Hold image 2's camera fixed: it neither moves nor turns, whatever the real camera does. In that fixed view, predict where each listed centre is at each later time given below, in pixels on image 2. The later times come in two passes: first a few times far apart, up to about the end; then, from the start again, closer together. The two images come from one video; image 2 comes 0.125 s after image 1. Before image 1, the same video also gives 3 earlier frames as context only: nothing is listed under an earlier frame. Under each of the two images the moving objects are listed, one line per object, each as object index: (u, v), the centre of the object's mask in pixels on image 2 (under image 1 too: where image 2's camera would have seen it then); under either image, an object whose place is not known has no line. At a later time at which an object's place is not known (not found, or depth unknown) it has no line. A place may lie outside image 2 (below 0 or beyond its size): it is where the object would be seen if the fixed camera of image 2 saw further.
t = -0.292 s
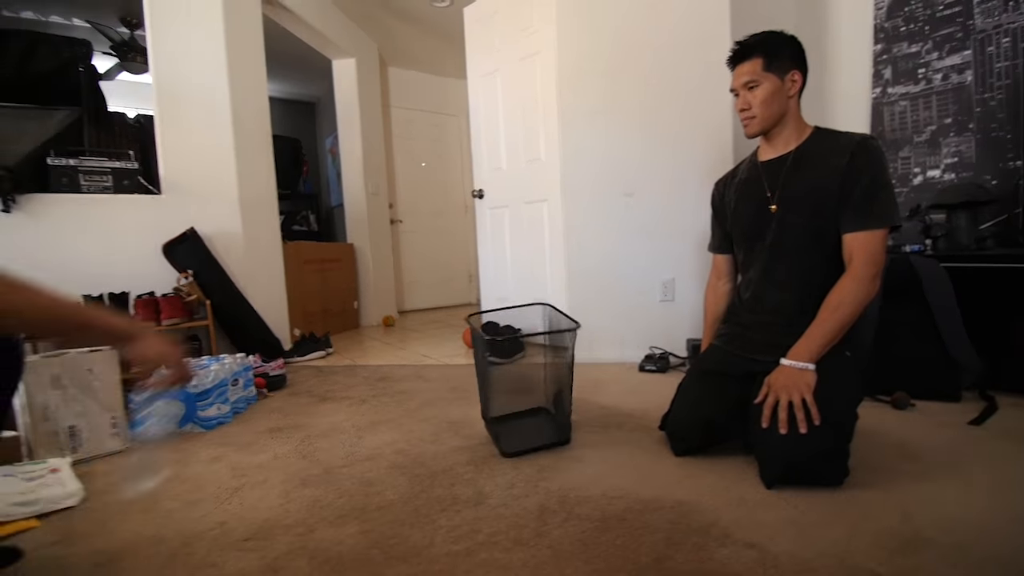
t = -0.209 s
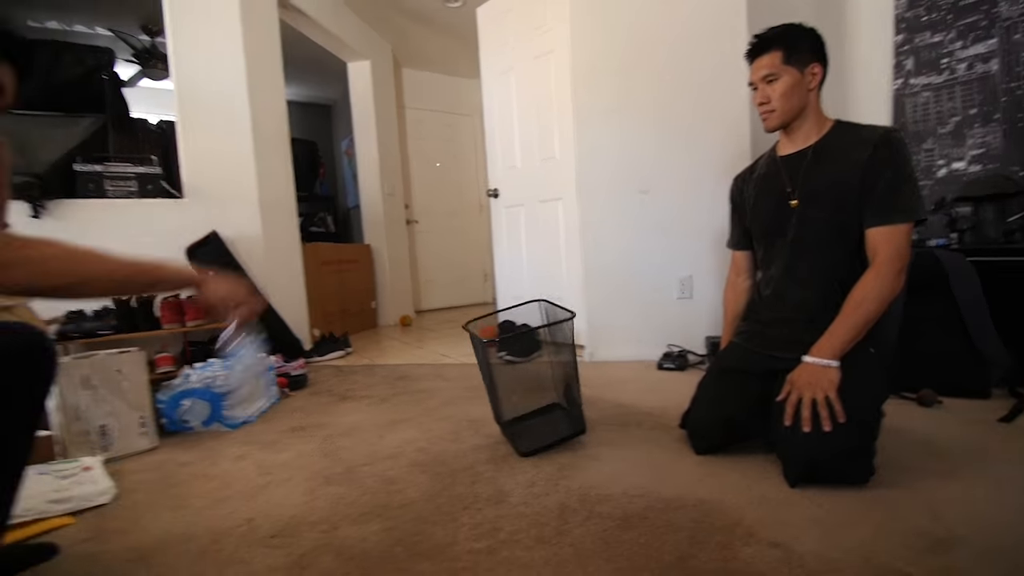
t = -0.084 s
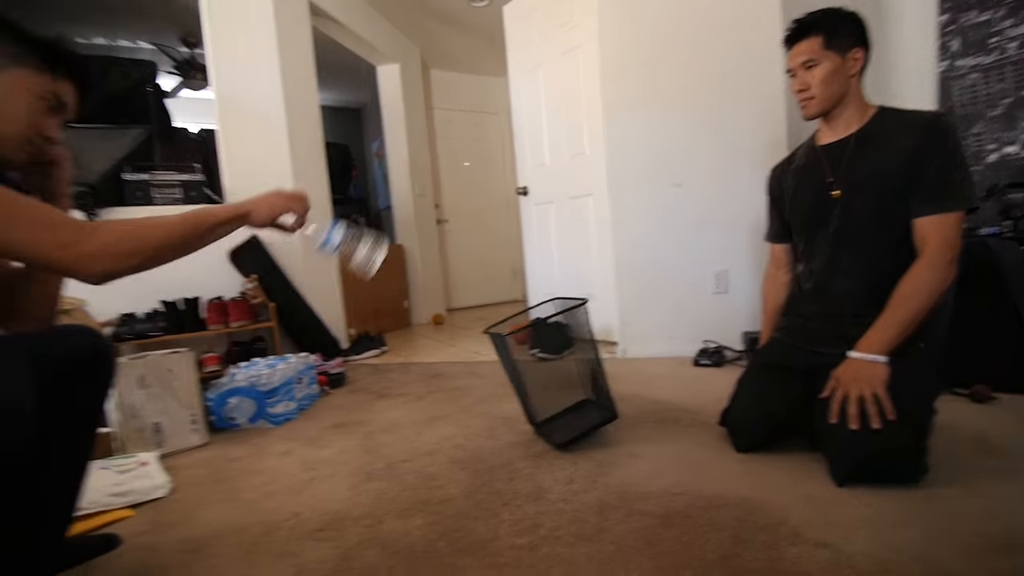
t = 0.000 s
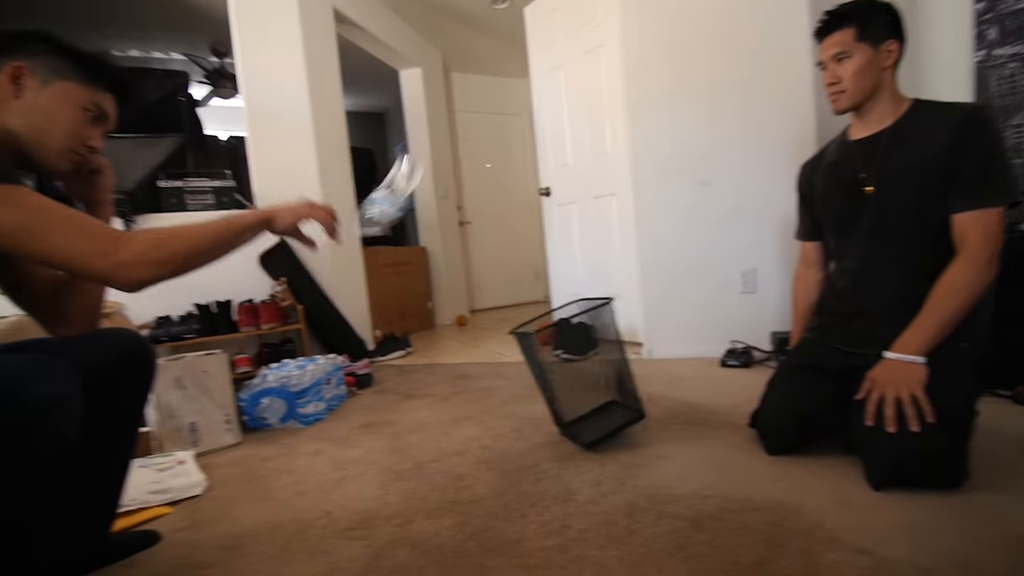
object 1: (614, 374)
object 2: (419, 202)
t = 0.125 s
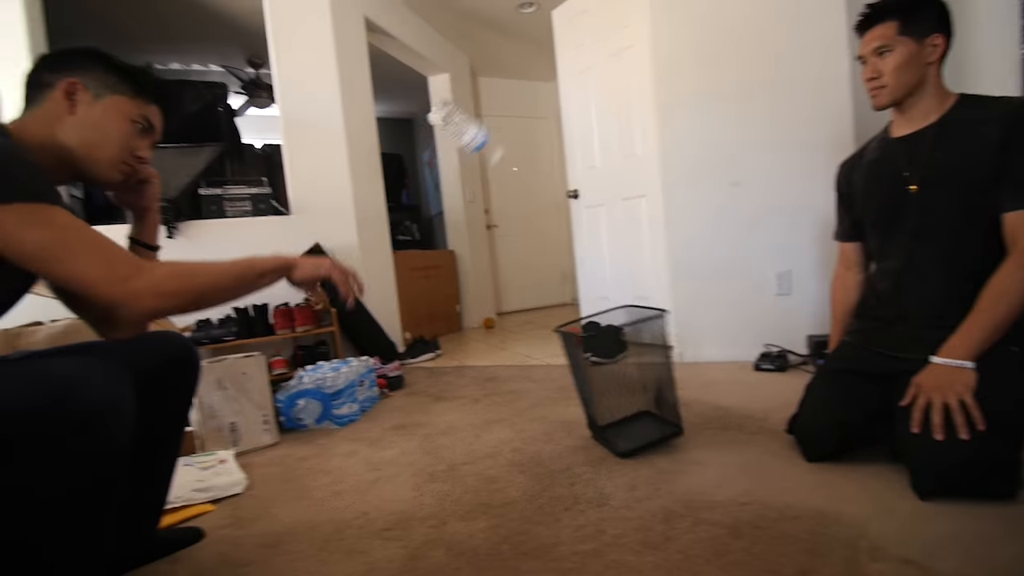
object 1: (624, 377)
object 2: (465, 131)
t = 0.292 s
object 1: (643, 375)
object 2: (490, 137)
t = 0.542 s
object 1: (640, 379)
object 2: (544, 349)
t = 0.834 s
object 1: (635, 382)
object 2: (567, 423)
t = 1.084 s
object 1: (637, 381)
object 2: (569, 429)
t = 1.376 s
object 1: (637, 381)
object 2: (569, 430)
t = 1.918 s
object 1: (636, 382)
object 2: (569, 429)
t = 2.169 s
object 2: (569, 429)
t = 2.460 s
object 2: (569, 429)
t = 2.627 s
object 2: (569, 429)
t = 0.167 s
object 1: (630, 379)
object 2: (471, 118)
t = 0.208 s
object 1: (637, 379)
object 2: (474, 115)
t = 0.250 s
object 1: (641, 377)
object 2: (482, 123)
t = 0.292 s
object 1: (643, 375)
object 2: (490, 137)
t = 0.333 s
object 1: (646, 376)
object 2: (498, 157)
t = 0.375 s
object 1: (647, 375)
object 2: (507, 185)
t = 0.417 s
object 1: (647, 375)
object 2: (517, 217)
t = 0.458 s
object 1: (645, 376)
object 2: (527, 258)
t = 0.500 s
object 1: (642, 377)
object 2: (536, 298)
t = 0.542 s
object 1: (640, 379)
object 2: (544, 349)
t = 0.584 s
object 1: (637, 381)
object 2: (553, 405)
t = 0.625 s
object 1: (632, 380)
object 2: (559, 419)
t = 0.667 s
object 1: (630, 379)
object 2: (562, 418)
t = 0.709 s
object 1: (629, 379)
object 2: (562, 418)
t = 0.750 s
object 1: (630, 380)
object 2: (563, 418)
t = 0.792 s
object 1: (632, 380)
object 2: (565, 419)
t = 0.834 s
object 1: (635, 382)
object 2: (567, 423)
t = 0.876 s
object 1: (638, 381)
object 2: (570, 430)
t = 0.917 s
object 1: (640, 380)
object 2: (570, 430)
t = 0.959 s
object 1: (641, 379)
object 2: (571, 430)
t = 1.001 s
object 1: (640, 379)
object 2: (570, 429)
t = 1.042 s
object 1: (639, 380)
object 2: (570, 429)
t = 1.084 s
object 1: (637, 381)
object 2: (569, 429)
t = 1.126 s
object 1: (635, 381)
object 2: (569, 429)
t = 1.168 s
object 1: (634, 381)
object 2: (569, 430)
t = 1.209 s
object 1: (635, 381)
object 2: (568, 429)
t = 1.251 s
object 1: (636, 381)
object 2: (569, 429)
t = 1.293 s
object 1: (637, 381)
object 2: (569, 429)
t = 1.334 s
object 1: (637, 381)
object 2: (569, 429)
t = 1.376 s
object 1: (637, 381)
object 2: (569, 430)
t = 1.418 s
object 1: (636, 382)
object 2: (569, 429)
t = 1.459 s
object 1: (636, 381)
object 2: (569, 430)
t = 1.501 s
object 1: (636, 381)
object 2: (569, 430)
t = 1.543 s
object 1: (637, 382)
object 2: (569, 429)
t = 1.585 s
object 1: (637, 381)
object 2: (569, 429)
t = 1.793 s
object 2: (569, 429)
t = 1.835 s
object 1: (637, 382)
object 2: (569, 429)
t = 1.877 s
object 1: (636, 382)
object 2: (569, 429)
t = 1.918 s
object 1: (636, 382)
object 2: (569, 429)
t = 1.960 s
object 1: (637, 382)
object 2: (569, 429)
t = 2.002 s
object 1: (636, 382)
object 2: (569, 429)
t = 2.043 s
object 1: (636, 382)
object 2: (569, 429)
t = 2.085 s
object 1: (636, 382)
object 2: (569, 429)
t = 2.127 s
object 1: (636, 382)
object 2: (569, 429)
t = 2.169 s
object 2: (569, 429)
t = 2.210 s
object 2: (569, 429)
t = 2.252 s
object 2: (569, 429)
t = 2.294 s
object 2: (569, 429)
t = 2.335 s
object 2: (569, 429)
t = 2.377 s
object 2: (569, 429)
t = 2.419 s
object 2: (569, 429)
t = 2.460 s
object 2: (569, 429)
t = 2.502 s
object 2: (569, 429)
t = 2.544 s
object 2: (569, 429)
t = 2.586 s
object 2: (569, 429)
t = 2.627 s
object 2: (569, 429)
